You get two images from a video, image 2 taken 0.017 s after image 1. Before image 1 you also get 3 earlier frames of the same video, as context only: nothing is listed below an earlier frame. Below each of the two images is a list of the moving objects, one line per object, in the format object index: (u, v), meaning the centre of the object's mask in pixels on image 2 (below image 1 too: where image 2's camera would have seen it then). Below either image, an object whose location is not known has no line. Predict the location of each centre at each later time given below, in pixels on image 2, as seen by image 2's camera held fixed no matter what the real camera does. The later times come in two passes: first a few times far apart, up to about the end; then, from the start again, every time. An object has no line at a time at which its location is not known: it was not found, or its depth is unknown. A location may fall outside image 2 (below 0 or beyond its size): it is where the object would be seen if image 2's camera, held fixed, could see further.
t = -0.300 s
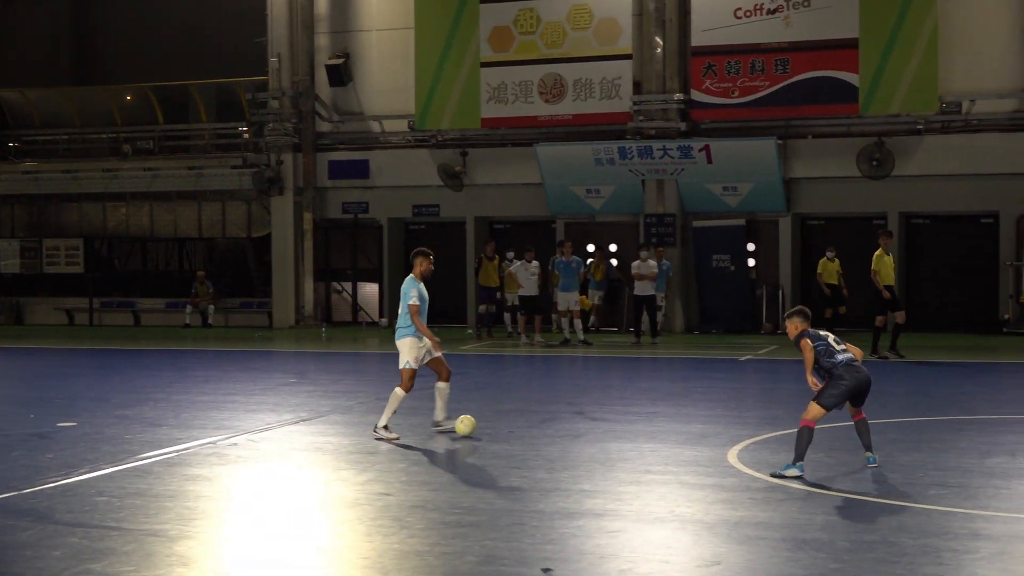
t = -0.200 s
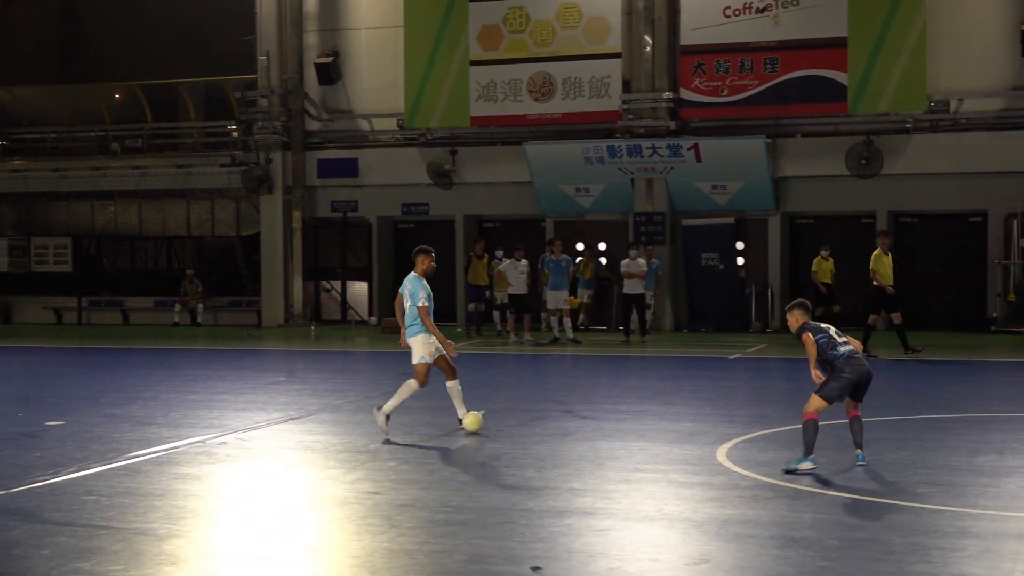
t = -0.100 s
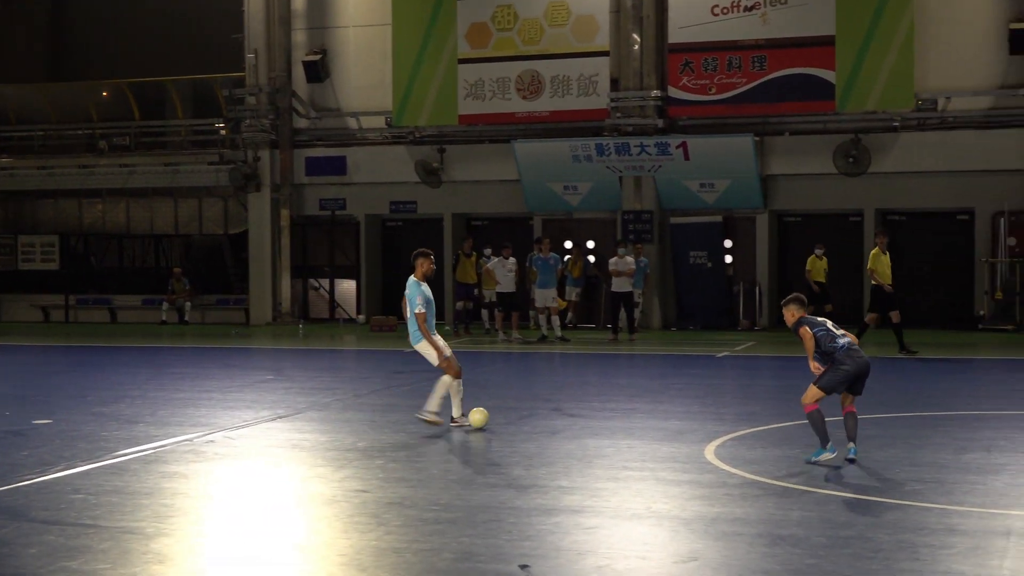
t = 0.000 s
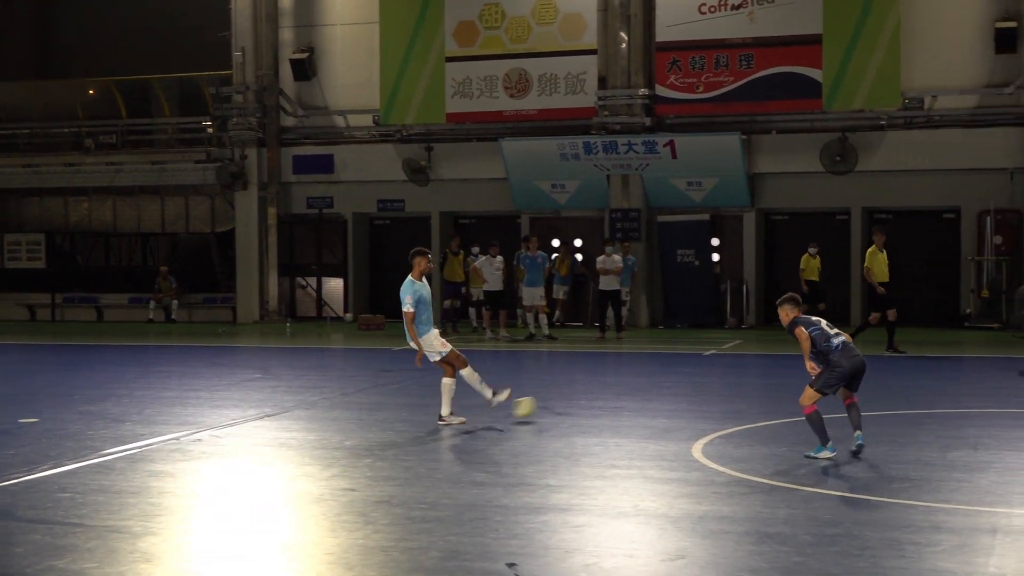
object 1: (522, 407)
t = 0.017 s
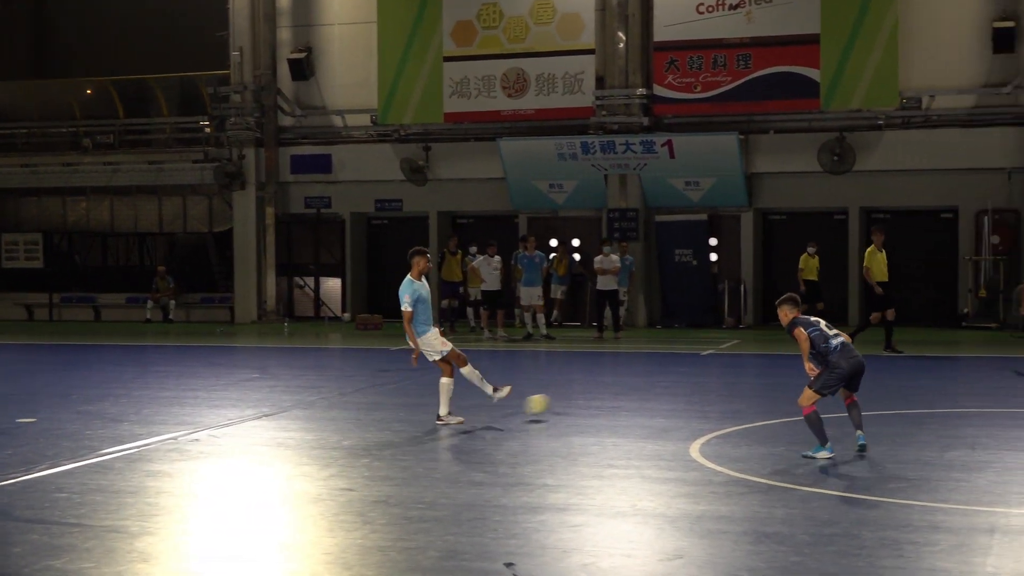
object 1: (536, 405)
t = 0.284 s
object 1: (735, 390)
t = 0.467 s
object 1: (828, 380)
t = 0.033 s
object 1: (552, 402)
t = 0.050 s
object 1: (566, 401)
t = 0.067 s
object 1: (581, 400)
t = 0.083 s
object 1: (595, 399)
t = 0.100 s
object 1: (609, 400)
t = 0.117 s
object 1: (623, 399)
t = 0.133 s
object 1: (635, 399)
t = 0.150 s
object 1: (649, 398)
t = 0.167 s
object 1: (660, 397)
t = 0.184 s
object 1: (672, 396)
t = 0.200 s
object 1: (684, 394)
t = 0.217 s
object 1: (694, 394)
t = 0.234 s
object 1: (705, 393)
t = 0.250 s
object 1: (715, 392)
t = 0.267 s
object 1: (725, 391)
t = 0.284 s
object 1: (735, 390)
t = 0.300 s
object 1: (744, 389)
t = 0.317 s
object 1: (753, 388)
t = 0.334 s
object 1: (762, 386)
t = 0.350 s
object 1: (770, 385)
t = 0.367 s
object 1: (779, 385)
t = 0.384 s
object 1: (787, 385)
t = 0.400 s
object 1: (795, 384)
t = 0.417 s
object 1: (804, 383)
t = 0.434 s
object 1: (812, 382)
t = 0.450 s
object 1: (820, 381)
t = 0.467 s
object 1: (828, 380)
